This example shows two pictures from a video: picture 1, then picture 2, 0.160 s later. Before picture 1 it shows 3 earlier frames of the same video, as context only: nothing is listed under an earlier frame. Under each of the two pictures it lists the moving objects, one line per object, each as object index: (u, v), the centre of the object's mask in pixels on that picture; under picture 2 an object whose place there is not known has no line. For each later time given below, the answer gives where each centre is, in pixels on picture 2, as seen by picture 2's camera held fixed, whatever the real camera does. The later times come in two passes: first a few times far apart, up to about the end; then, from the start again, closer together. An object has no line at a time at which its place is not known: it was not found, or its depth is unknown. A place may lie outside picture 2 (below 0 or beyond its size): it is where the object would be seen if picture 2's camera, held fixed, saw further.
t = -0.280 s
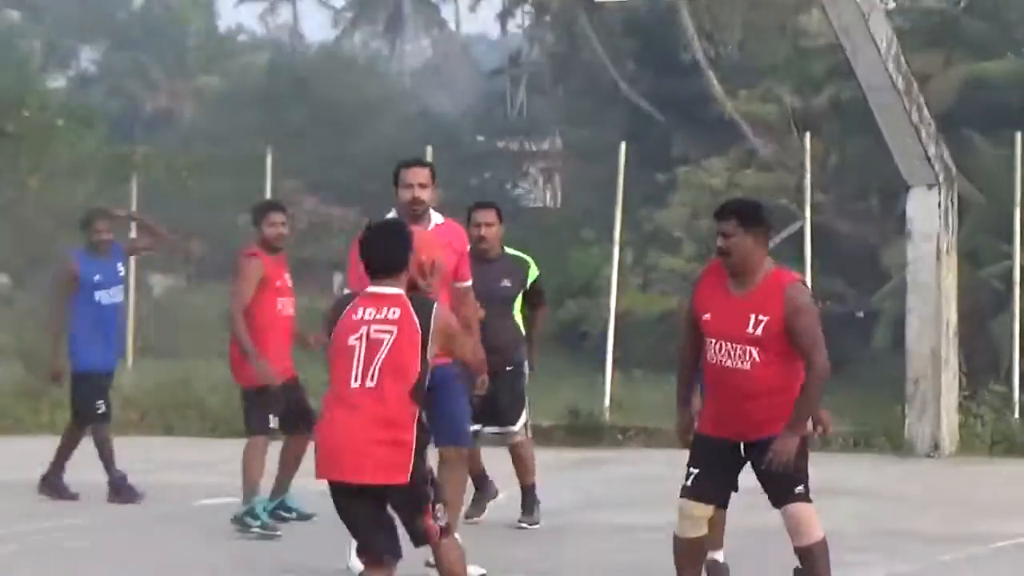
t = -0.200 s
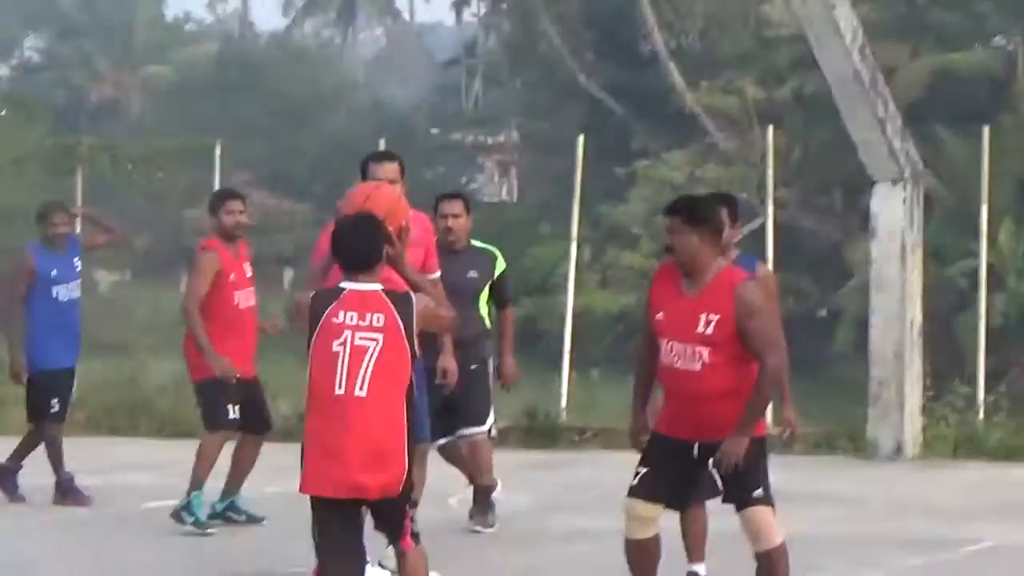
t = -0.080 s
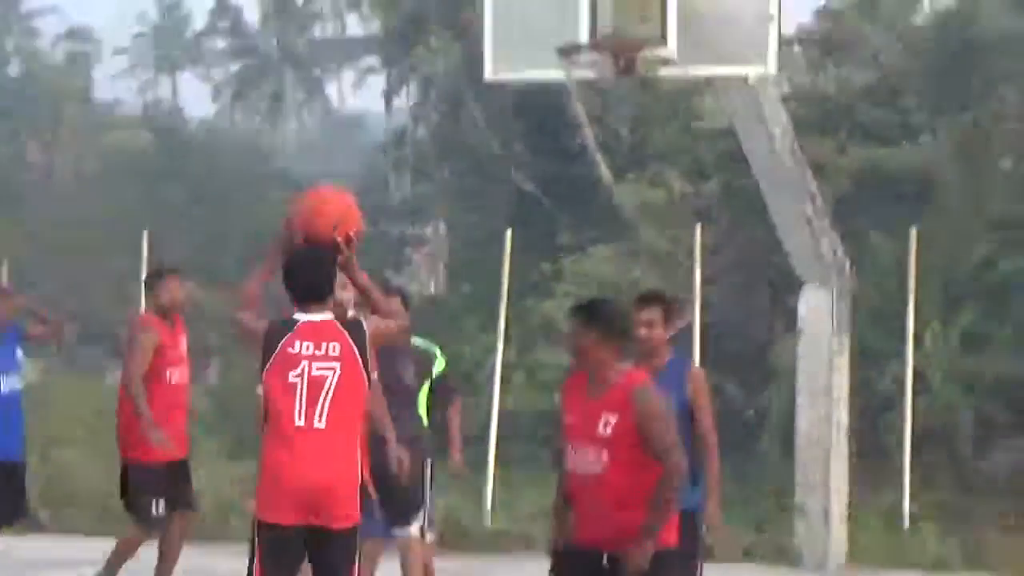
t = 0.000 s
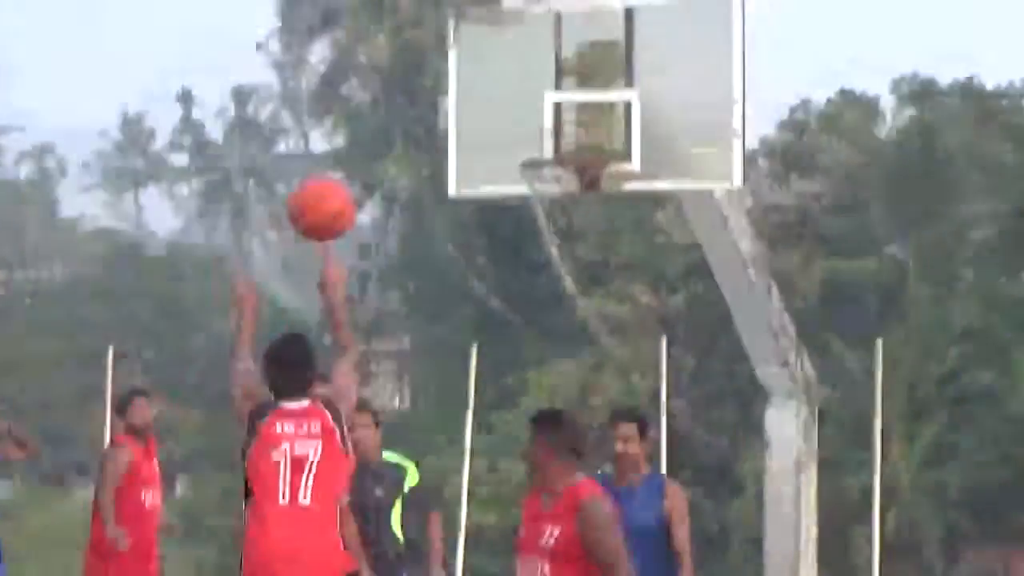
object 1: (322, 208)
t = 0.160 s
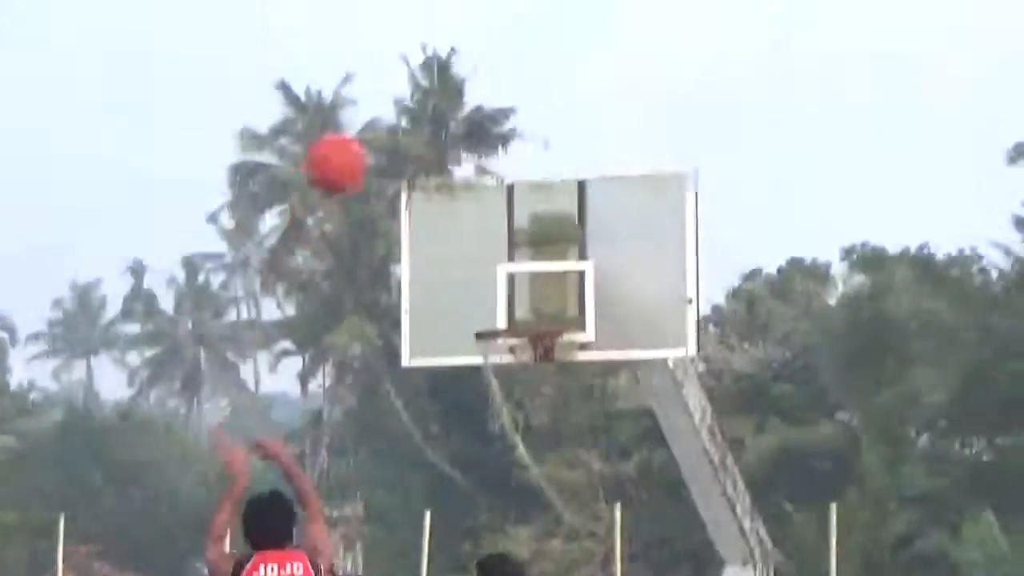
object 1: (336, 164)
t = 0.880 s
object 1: (511, 99)
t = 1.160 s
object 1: (556, 306)
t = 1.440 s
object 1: (582, 231)
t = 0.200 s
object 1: (348, 127)
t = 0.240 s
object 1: (361, 95)
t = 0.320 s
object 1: (384, 39)
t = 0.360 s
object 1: (394, 21)
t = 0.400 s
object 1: (405, 6)
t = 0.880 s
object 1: (511, 99)
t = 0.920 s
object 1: (518, 124)
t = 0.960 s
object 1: (524, 152)
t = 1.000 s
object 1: (531, 183)
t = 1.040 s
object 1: (537, 215)
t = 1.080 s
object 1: (543, 249)
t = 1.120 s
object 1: (549, 287)
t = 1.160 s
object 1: (556, 306)
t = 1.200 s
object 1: (564, 291)
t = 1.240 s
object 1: (573, 277)
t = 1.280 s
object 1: (582, 267)
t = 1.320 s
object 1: (585, 255)
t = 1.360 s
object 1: (584, 245)
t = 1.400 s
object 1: (583, 236)
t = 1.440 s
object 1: (582, 231)
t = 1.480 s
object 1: (581, 228)
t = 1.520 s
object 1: (579, 229)
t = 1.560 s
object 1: (578, 231)
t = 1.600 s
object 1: (577, 238)
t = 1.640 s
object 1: (576, 247)
